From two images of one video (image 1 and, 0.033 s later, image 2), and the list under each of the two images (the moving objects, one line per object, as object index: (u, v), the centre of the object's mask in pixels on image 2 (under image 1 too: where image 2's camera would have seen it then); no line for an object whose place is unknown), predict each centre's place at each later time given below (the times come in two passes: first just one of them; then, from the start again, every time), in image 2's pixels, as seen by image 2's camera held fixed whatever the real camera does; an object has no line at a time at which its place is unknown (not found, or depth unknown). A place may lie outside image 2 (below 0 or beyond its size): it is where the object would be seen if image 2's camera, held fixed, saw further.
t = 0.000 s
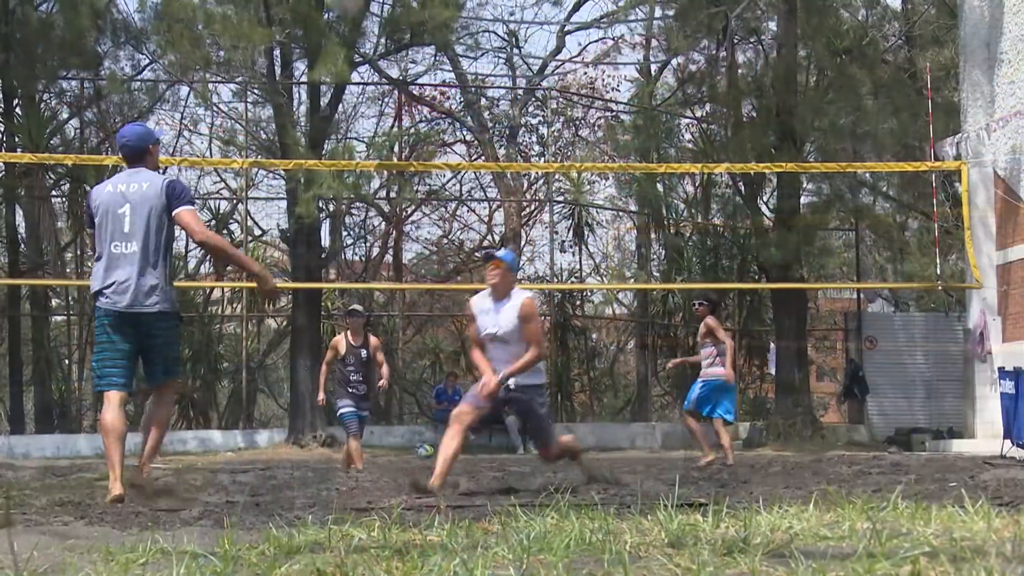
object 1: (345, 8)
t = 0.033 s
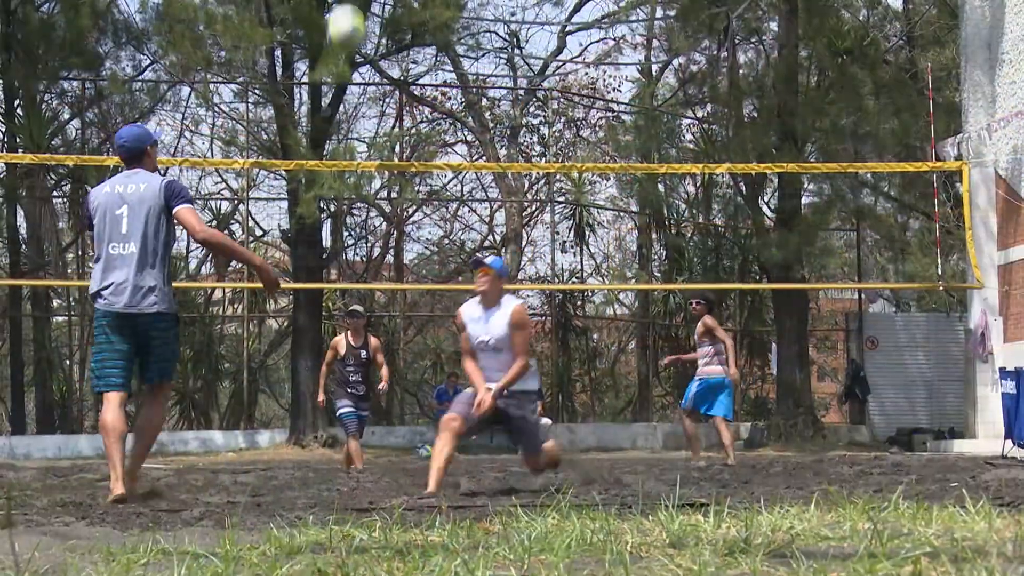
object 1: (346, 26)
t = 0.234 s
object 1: (356, 290)
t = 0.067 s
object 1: (347, 66)
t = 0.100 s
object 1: (347, 108)
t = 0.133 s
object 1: (348, 149)
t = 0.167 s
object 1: (351, 193)
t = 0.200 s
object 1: (352, 243)
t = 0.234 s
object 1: (356, 290)
